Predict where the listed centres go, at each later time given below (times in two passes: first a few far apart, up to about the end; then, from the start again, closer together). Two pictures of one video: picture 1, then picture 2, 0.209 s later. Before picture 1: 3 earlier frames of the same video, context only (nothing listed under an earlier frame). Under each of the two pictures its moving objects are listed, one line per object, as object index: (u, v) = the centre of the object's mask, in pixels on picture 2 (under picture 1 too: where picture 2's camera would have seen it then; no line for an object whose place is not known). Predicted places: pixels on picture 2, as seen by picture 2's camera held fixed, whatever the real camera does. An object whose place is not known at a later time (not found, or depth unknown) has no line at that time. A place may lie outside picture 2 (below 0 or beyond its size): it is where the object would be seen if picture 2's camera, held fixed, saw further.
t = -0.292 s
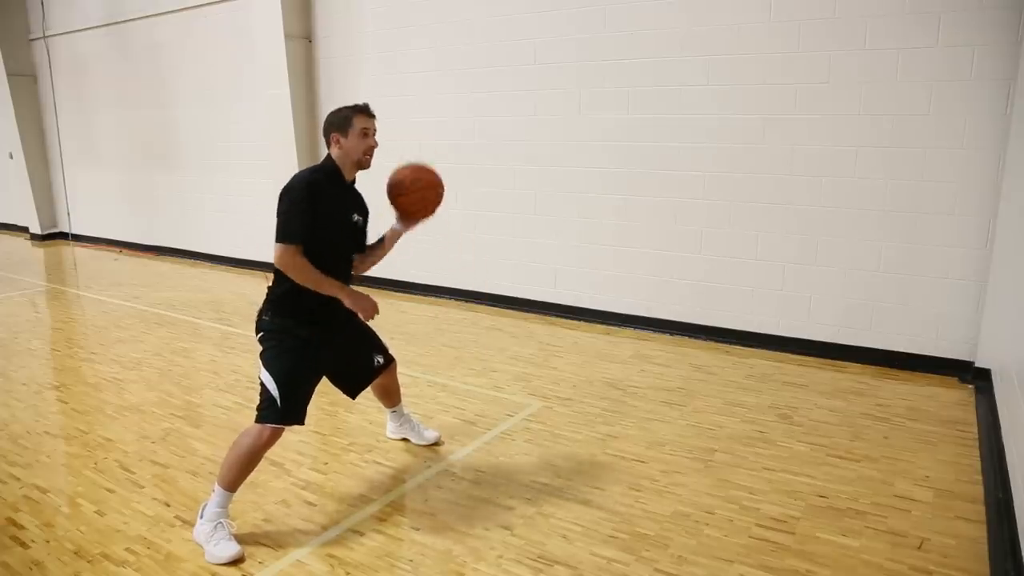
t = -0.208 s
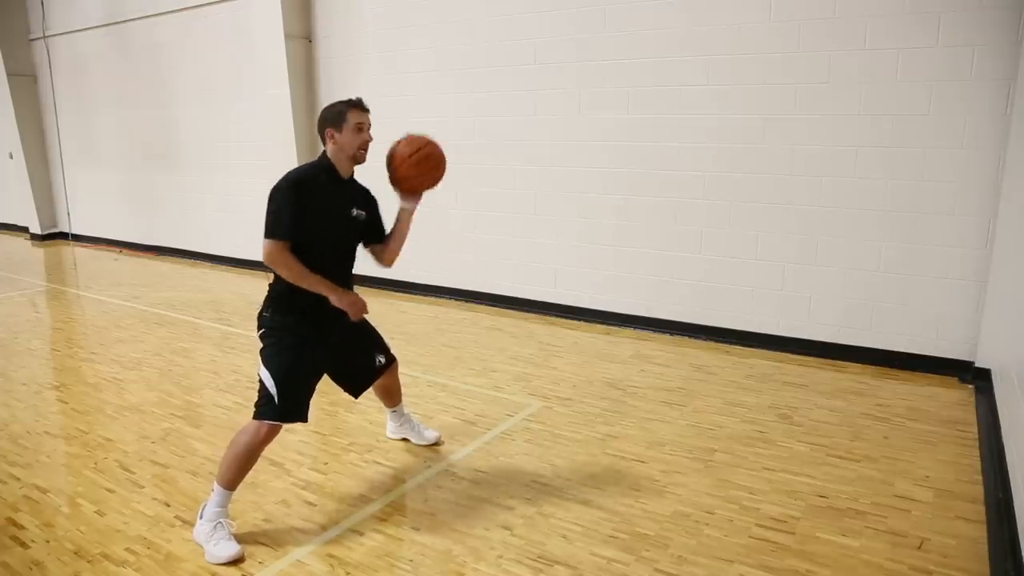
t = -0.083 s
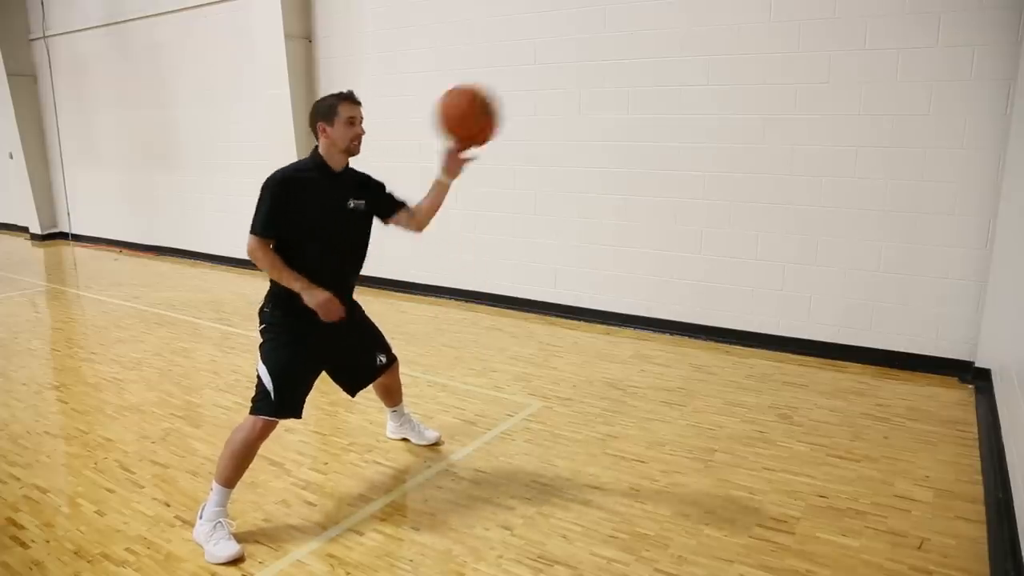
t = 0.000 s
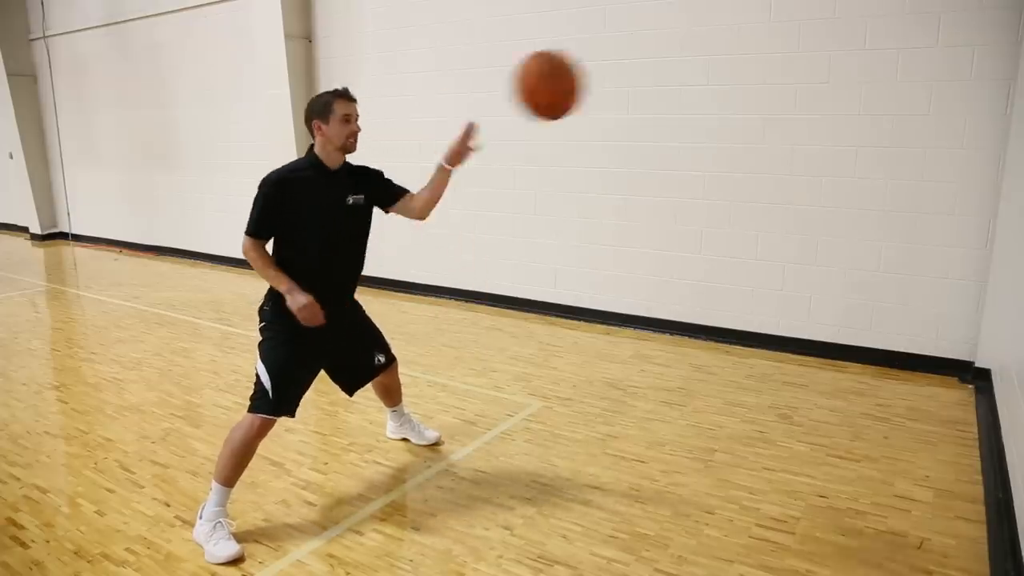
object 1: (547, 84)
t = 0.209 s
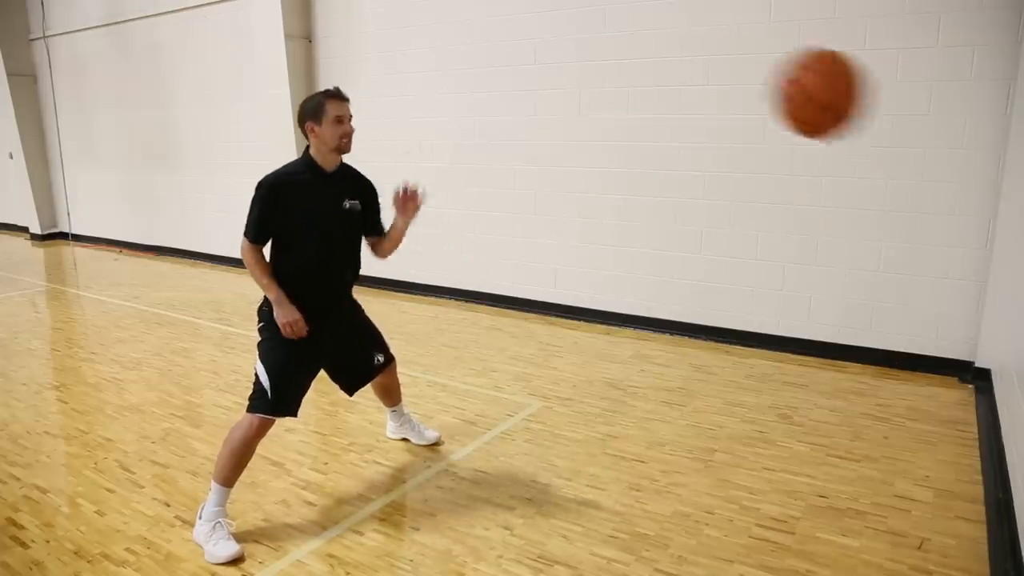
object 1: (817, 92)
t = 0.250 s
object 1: (886, 114)
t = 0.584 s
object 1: (744, 414)
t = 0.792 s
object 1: (567, 431)
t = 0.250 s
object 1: (886, 114)
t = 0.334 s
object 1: (1004, 186)
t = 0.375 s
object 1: (1011, 231)
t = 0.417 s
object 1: (977, 262)
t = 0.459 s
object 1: (913, 297)
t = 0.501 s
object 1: (851, 334)
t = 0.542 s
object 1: (794, 375)
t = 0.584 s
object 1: (744, 414)
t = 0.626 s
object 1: (694, 457)
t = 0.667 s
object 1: (651, 499)
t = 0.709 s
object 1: (616, 521)
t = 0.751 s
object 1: (592, 474)
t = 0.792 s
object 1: (567, 431)
